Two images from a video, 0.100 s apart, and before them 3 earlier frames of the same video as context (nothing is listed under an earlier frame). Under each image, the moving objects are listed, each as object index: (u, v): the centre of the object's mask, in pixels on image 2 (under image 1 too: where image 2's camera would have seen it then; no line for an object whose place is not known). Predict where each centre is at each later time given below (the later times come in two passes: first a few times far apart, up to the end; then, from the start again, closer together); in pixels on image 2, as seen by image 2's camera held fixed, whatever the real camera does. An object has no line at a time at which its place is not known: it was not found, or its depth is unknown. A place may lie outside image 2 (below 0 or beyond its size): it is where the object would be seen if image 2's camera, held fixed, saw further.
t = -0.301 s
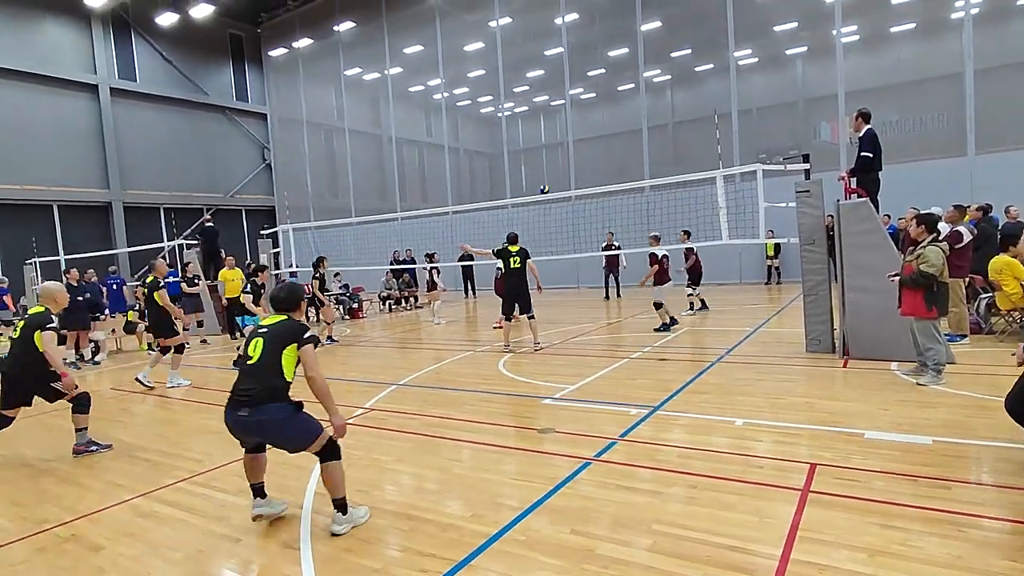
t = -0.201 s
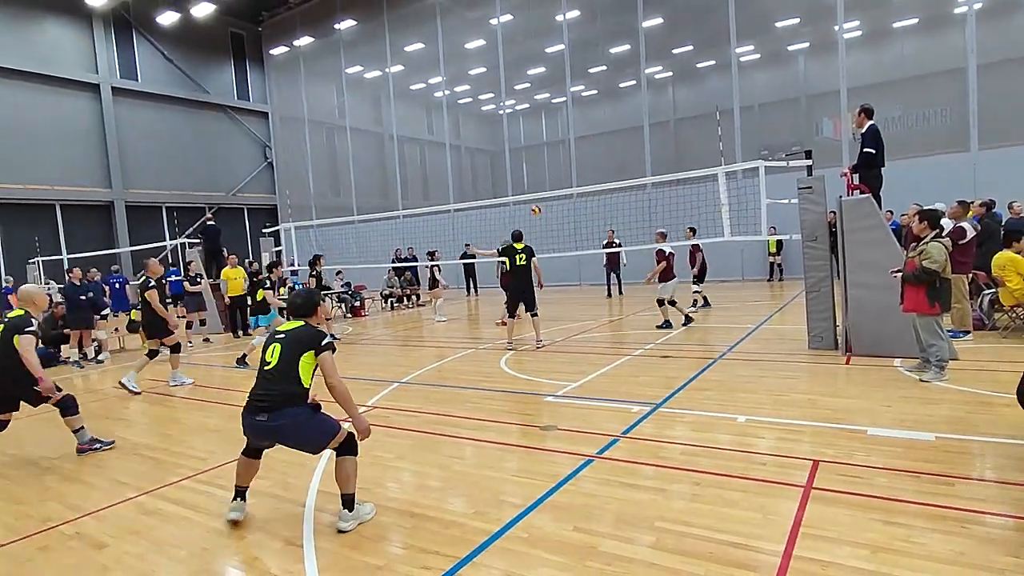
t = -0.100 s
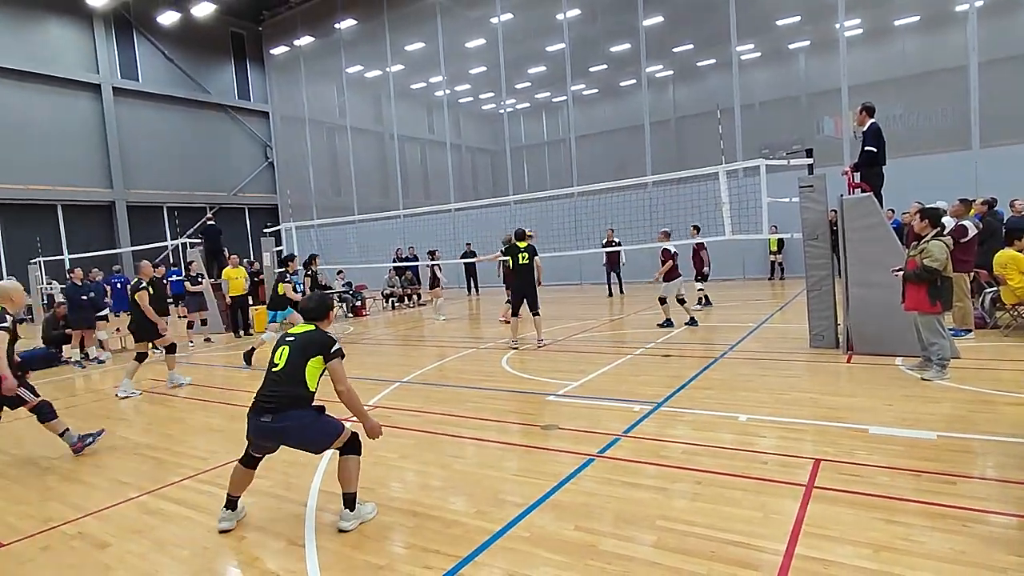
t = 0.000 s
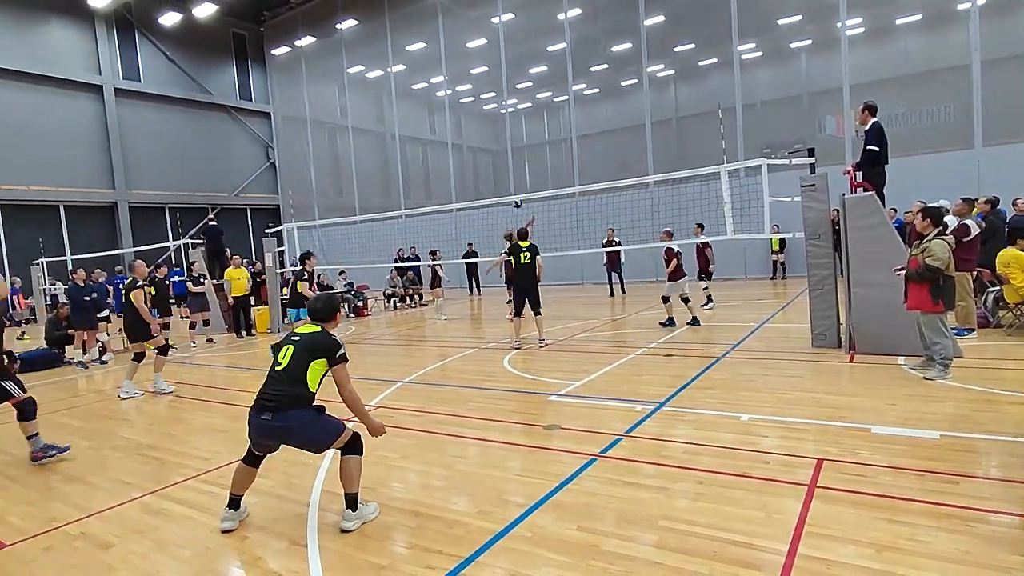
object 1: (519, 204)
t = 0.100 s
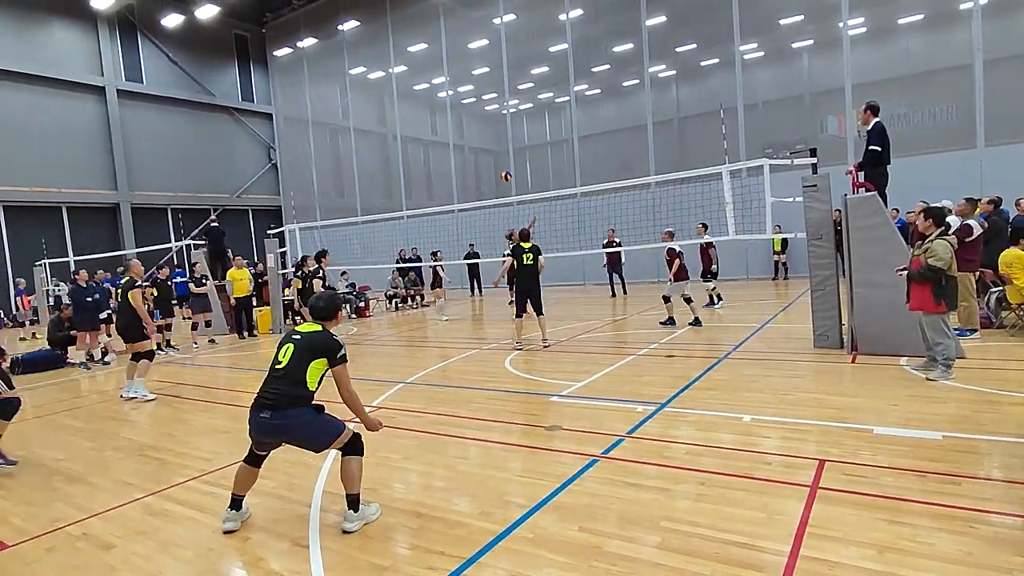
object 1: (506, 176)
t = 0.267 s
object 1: (481, 135)
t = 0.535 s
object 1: (434, 95)
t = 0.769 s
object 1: (383, 95)
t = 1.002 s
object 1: (320, 148)
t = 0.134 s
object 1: (500, 166)
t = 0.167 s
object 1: (496, 158)
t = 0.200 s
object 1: (491, 150)
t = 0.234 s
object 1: (486, 144)
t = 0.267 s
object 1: (481, 135)
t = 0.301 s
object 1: (476, 129)
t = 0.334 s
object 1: (470, 122)
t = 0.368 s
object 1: (464, 116)
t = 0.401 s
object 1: (459, 110)
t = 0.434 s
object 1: (453, 106)
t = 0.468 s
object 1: (447, 101)
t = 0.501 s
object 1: (441, 98)
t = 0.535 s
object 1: (434, 95)
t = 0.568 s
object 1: (427, 92)
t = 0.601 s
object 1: (421, 90)
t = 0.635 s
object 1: (413, 90)
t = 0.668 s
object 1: (406, 90)
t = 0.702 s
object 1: (397, 91)
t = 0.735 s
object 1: (391, 92)
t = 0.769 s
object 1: (383, 95)
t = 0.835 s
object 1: (366, 104)
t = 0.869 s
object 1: (357, 110)
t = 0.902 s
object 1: (349, 117)
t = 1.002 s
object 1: (320, 148)
